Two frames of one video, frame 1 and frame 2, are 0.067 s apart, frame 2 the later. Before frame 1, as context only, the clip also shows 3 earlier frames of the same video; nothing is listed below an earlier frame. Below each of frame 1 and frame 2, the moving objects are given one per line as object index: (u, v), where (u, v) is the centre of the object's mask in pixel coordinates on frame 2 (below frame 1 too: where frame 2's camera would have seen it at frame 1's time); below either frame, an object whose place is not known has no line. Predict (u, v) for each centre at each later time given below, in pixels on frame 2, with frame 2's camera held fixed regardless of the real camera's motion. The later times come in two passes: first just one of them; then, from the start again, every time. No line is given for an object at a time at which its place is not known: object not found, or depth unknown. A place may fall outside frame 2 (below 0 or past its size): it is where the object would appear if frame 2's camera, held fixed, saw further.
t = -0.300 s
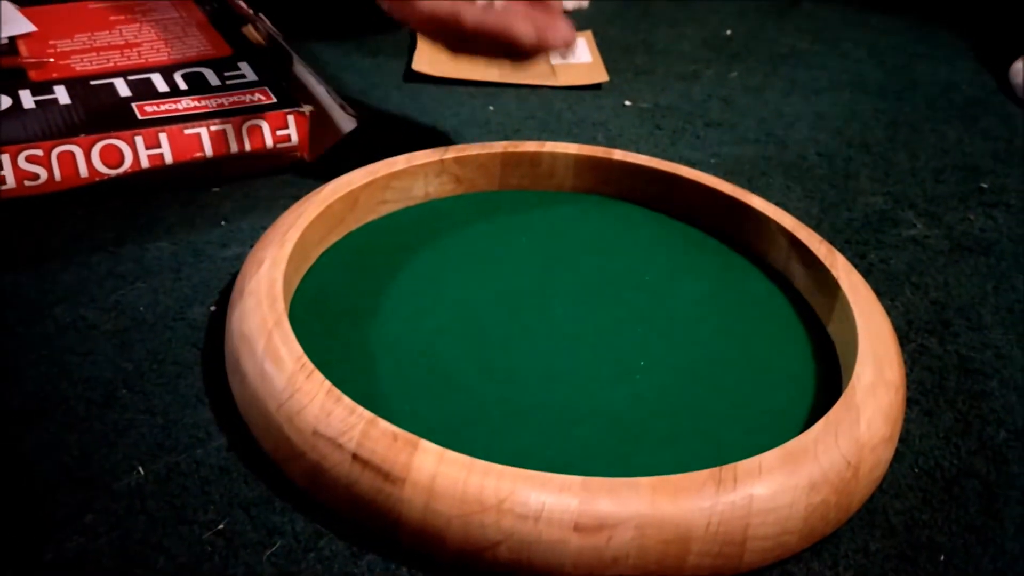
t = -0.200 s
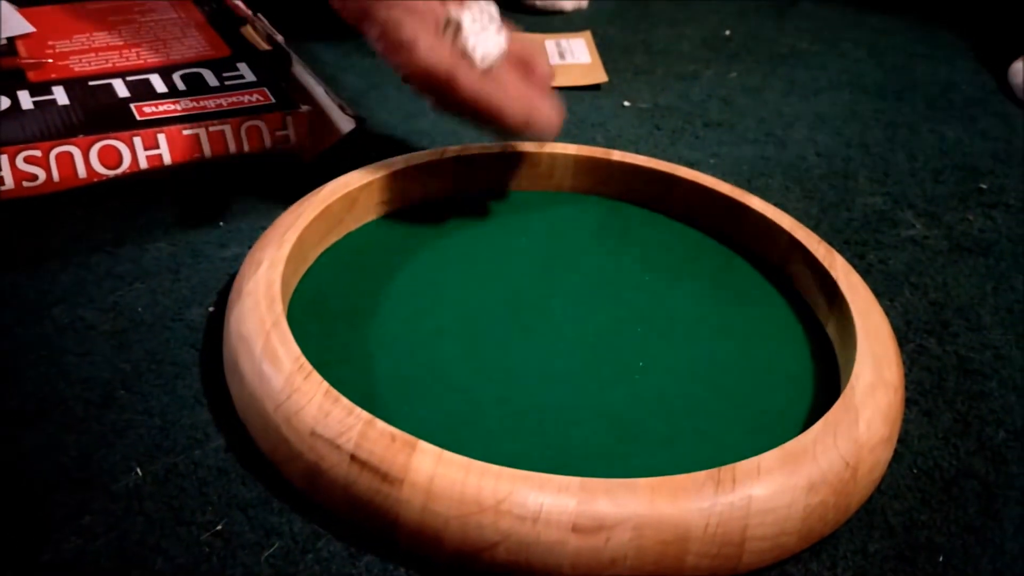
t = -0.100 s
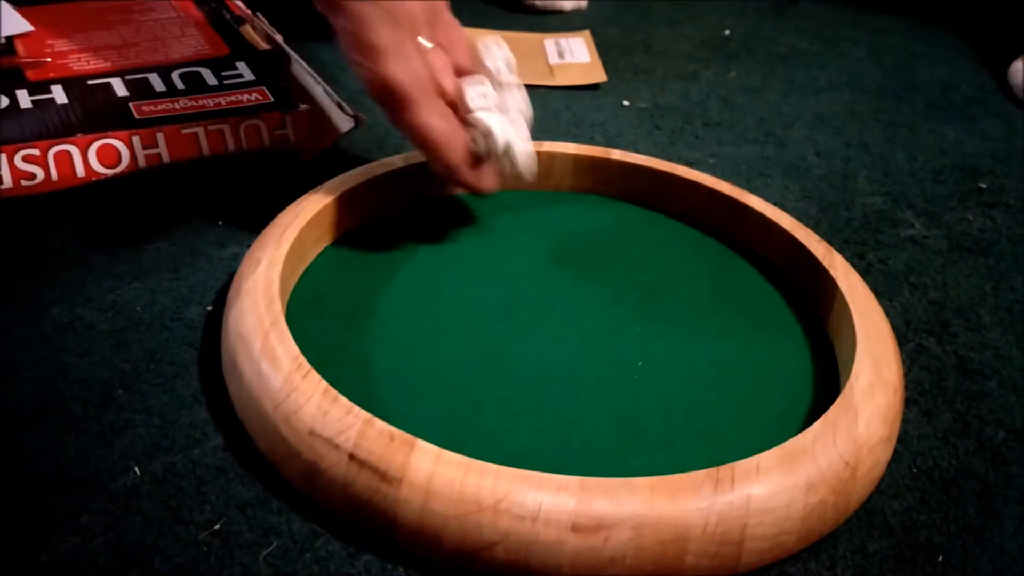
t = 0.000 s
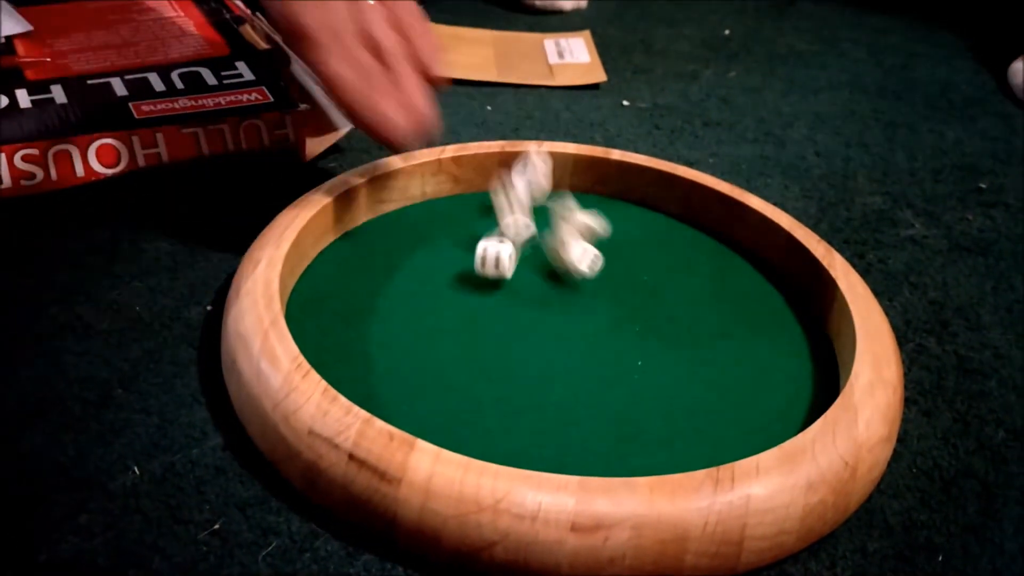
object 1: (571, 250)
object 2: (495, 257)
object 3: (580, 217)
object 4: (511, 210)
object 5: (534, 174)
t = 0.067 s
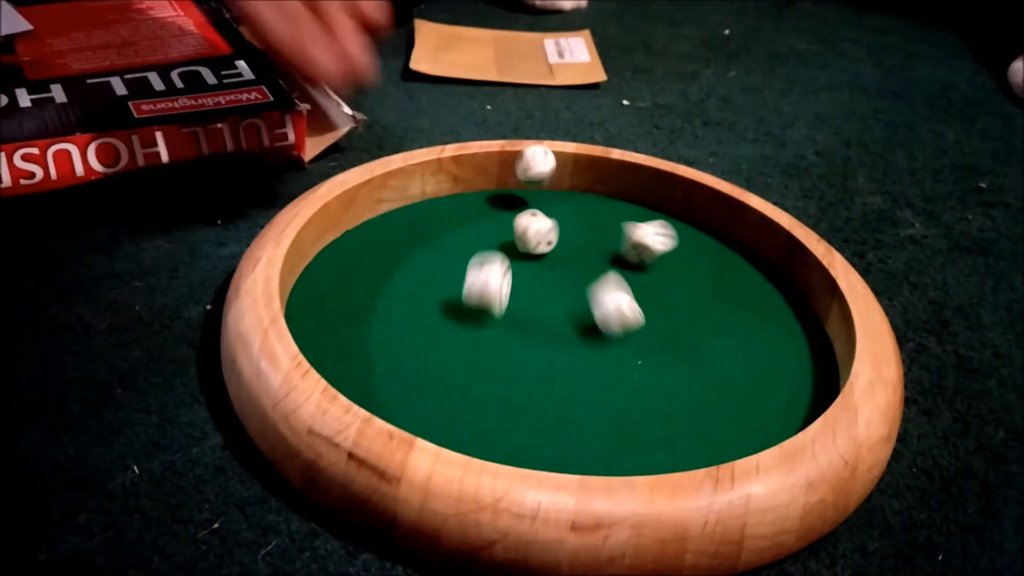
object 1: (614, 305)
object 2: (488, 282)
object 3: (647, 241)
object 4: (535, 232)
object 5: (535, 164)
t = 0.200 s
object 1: (643, 429)
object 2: (492, 356)
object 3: (734, 269)
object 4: (572, 226)
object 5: (533, 181)
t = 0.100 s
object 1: (628, 334)
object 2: (484, 303)
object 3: (676, 243)
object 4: (545, 227)
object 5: (535, 170)
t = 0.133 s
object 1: (638, 370)
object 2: (484, 317)
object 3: (698, 257)
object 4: (554, 226)
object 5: (535, 176)
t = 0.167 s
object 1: (641, 398)
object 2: (484, 341)
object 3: (716, 260)
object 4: (565, 227)
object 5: (534, 173)
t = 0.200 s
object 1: (643, 429)
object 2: (492, 356)
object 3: (734, 269)
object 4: (572, 226)
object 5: (533, 181)
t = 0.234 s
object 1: (645, 454)
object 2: (504, 369)
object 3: (749, 274)
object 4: (575, 224)
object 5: (534, 182)
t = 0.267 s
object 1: (636, 460)
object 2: (516, 375)
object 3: (767, 279)
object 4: (573, 223)
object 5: (534, 182)
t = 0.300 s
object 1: (625, 457)
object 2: (535, 379)
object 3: (779, 278)
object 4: (566, 224)
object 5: (534, 184)
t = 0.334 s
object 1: (624, 453)
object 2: (548, 382)
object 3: (787, 280)
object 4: (562, 223)
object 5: (532, 185)
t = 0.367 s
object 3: (785, 285)
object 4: (564, 224)
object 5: (532, 185)
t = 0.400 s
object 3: (786, 288)
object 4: (566, 225)
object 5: (532, 186)
